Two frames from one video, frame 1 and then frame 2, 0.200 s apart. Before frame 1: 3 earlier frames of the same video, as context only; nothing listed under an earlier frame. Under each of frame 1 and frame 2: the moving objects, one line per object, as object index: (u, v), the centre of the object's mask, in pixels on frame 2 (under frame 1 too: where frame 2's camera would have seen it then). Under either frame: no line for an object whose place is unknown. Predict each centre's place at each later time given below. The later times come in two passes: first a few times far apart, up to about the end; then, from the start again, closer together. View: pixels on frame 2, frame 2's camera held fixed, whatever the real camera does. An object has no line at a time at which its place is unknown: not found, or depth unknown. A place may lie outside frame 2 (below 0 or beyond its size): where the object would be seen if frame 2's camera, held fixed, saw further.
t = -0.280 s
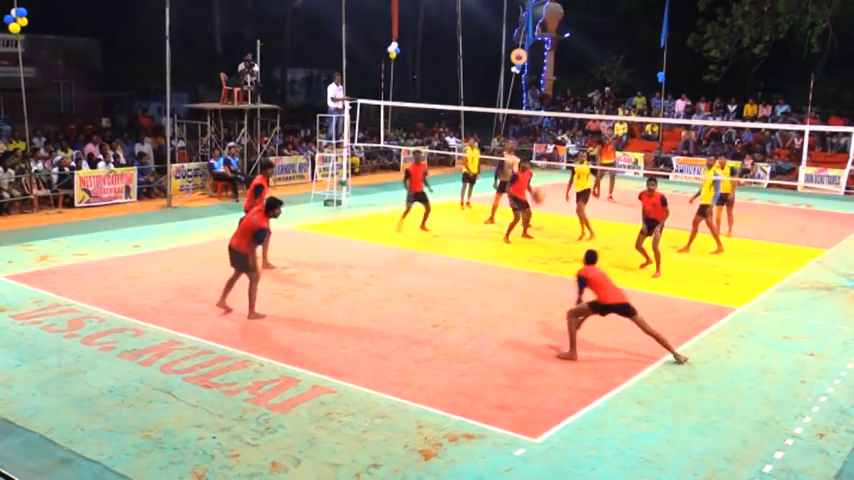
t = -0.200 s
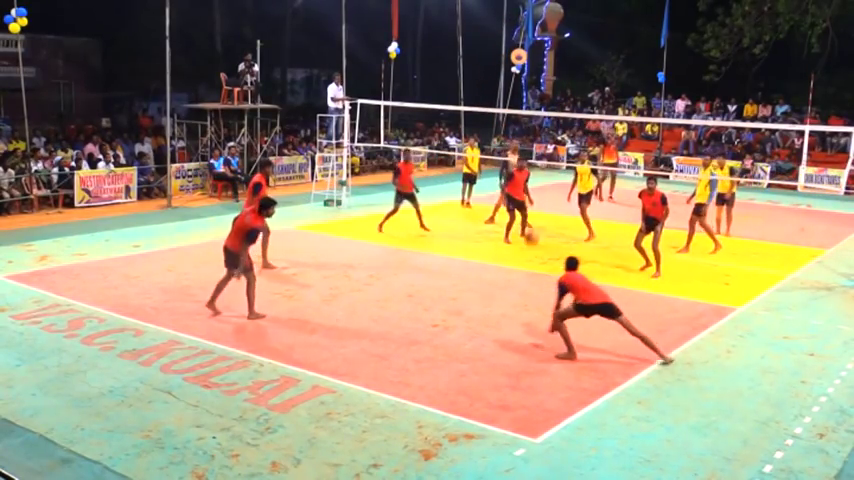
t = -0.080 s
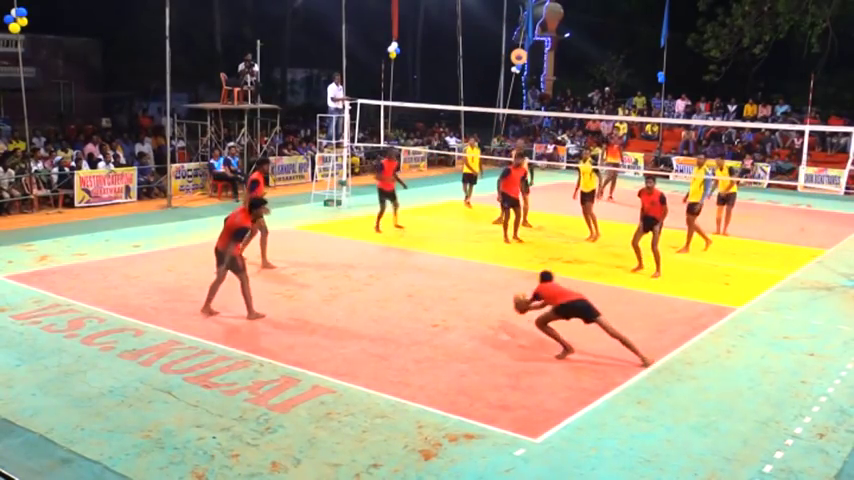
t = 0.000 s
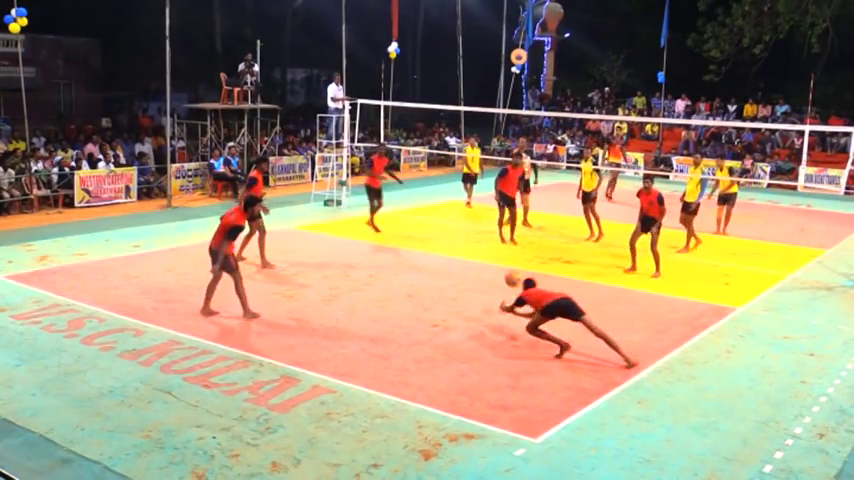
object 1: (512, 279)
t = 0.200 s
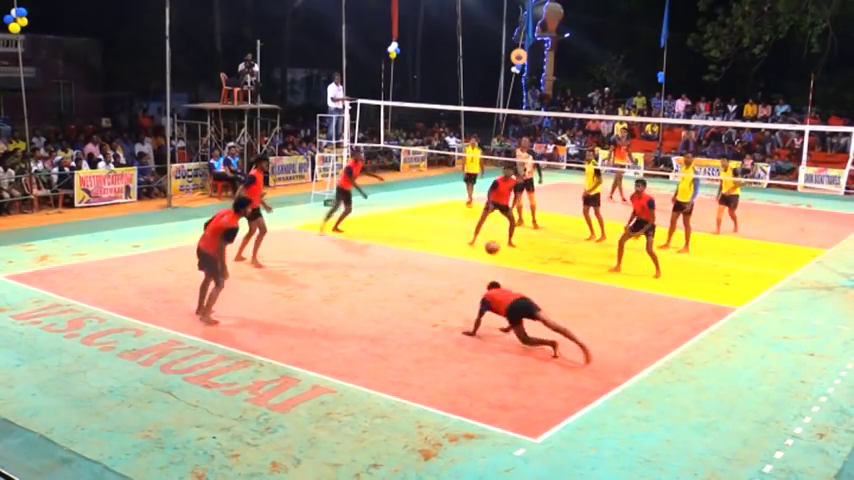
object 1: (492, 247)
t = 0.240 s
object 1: (488, 244)
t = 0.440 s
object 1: (470, 247)
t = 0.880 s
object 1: (448, 238)
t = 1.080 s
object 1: (443, 235)
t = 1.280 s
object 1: (437, 255)
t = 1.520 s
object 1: (431, 240)
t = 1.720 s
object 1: (425, 235)
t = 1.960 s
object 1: (418, 254)
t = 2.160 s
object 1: (413, 236)
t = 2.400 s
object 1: (405, 243)
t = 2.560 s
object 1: (400, 241)
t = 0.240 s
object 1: (488, 244)
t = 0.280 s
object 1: (484, 243)
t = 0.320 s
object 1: (480, 243)
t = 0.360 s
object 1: (477, 243)
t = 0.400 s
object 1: (473, 245)
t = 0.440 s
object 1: (470, 247)
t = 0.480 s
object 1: (466, 251)
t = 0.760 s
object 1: (451, 252)
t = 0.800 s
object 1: (450, 247)
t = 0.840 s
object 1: (449, 242)
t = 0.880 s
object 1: (448, 238)
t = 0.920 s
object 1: (447, 236)
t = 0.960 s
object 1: (446, 234)
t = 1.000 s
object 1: (445, 233)
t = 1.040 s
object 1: (444, 233)
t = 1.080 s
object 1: (443, 235)
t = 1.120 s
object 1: (442, 237)
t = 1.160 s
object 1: (441, 240)
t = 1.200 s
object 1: (440, 244)
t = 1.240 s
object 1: (438, 249)
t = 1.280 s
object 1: (437, 255)
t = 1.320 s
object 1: (436, 261)
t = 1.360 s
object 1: (435, 260)
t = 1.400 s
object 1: (434, 254)
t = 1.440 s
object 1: (433, 248)
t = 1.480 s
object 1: (432, 244)
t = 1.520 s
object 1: (431, 240)
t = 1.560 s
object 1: (430, 237)
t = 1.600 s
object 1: (429, 235)
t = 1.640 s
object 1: (428, 235)
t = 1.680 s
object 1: (426, 235)
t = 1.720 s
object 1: (425, 235)
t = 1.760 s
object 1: (424, 237)
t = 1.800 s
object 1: (423, 240)
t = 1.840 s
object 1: (422, 244)
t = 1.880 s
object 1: (421, 248)
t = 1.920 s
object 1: (419, 254)
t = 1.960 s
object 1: (418, 254)
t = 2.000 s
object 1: (417, 248)
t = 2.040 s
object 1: (416, 244)
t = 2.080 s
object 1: (415, 241)
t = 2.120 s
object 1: (414, 238)
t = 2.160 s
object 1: (413, 236)
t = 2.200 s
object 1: (412, 235)
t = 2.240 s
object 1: (410, 235)
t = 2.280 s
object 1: (409, 236)
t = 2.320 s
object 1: (408, 238)
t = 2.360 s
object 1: (407, 240)
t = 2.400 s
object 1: (405, 243)
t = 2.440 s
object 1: (404, 248)
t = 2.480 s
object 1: (403, 250)
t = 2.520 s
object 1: (402, 245)
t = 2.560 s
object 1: (400, 241)
